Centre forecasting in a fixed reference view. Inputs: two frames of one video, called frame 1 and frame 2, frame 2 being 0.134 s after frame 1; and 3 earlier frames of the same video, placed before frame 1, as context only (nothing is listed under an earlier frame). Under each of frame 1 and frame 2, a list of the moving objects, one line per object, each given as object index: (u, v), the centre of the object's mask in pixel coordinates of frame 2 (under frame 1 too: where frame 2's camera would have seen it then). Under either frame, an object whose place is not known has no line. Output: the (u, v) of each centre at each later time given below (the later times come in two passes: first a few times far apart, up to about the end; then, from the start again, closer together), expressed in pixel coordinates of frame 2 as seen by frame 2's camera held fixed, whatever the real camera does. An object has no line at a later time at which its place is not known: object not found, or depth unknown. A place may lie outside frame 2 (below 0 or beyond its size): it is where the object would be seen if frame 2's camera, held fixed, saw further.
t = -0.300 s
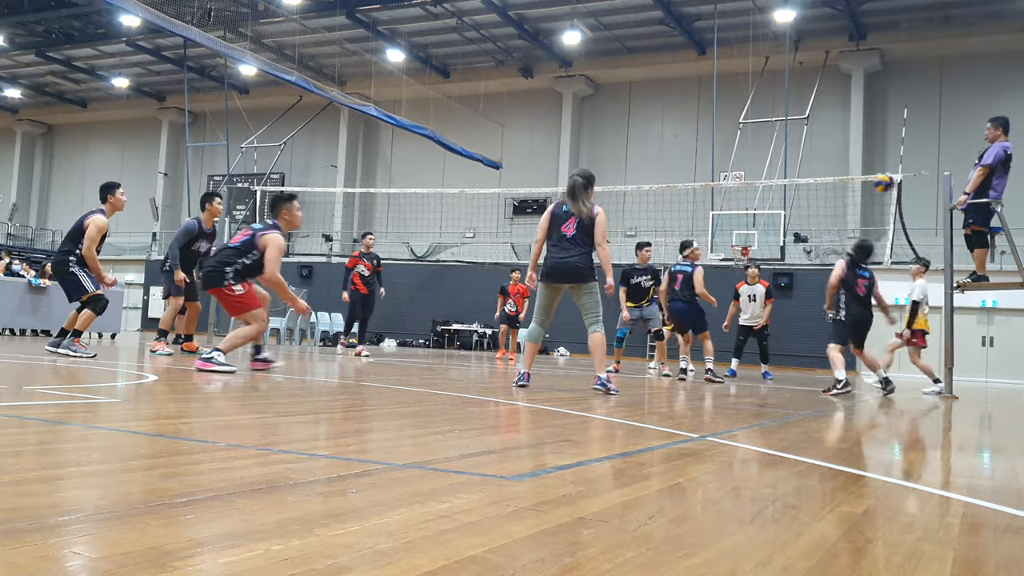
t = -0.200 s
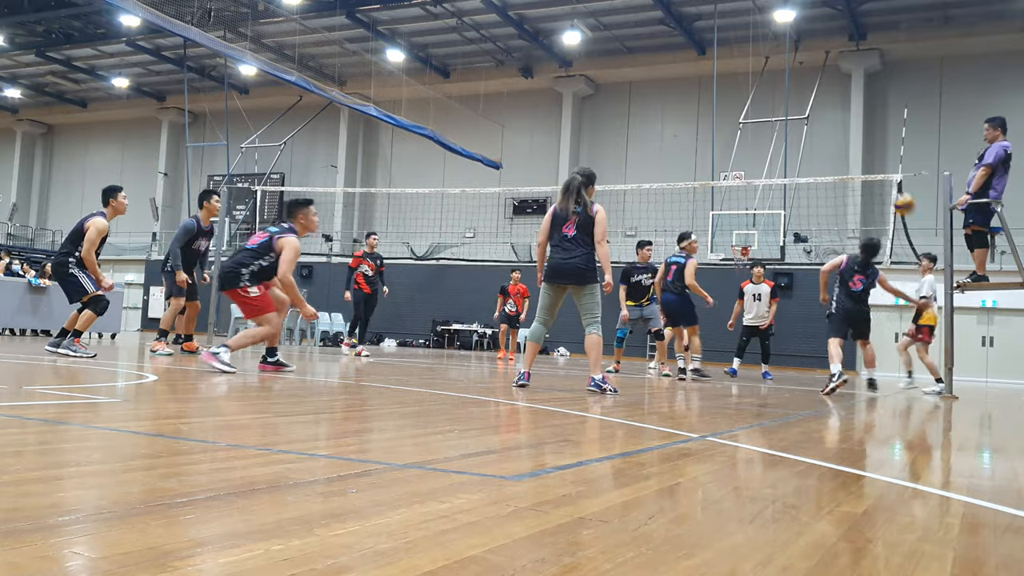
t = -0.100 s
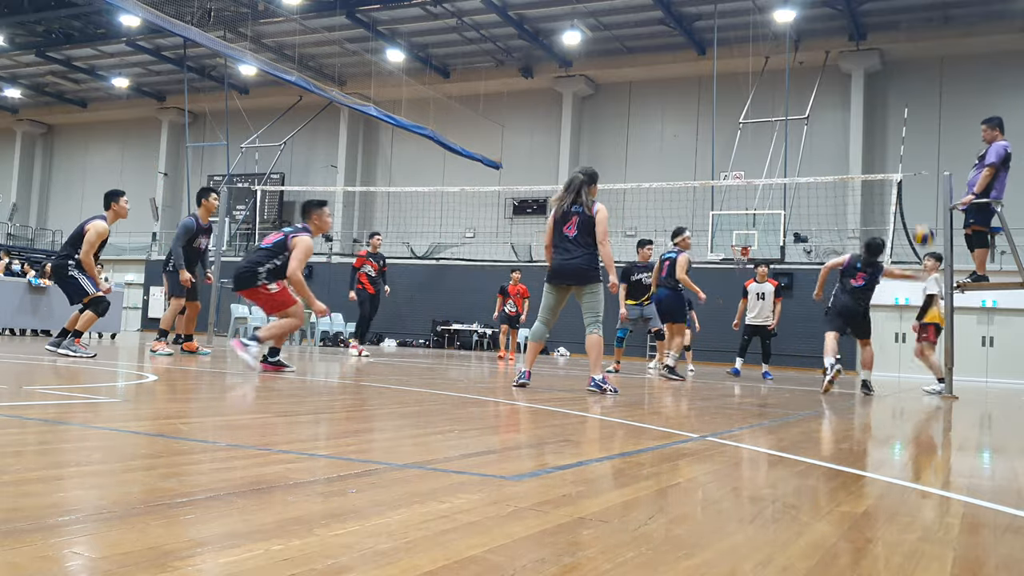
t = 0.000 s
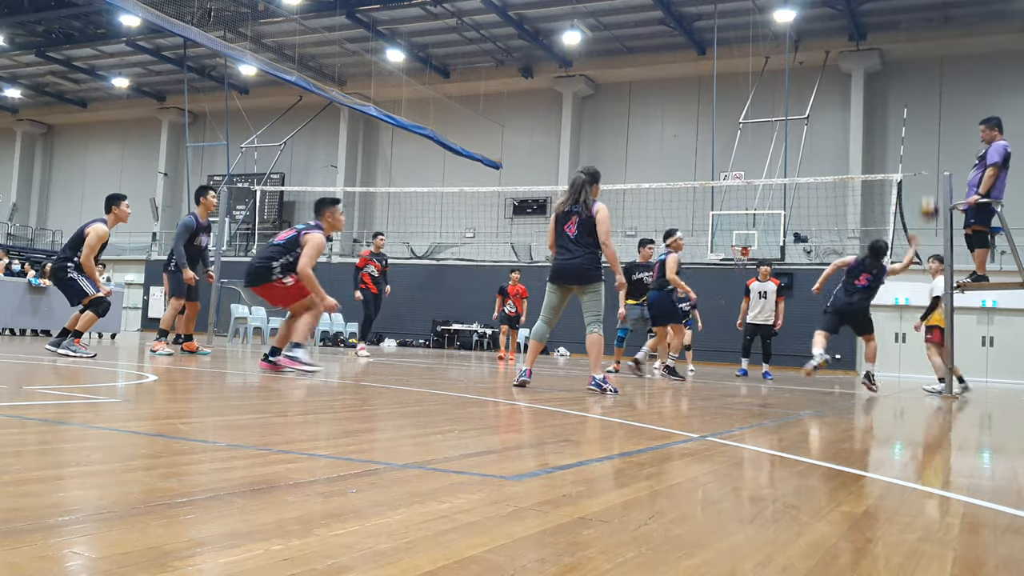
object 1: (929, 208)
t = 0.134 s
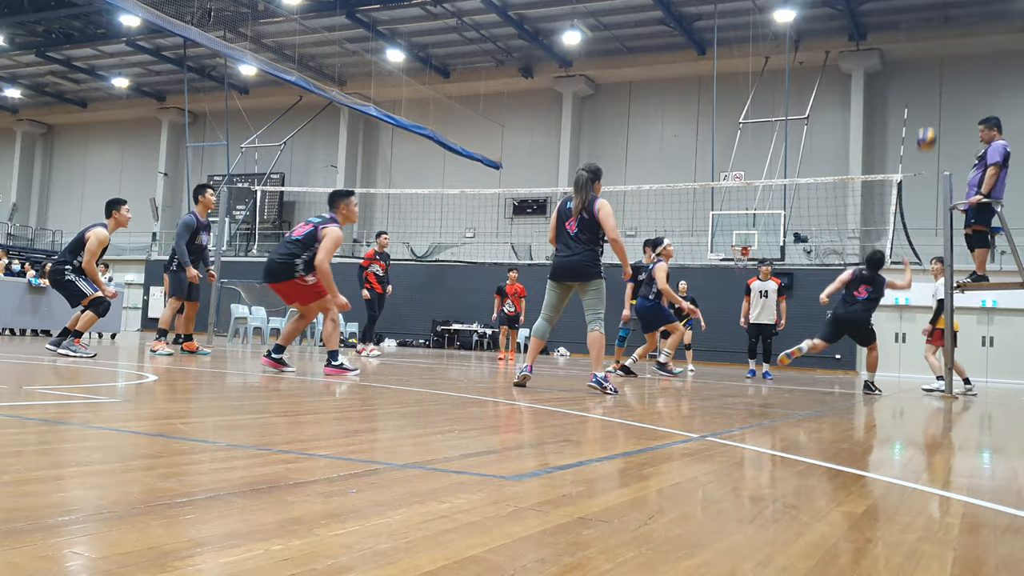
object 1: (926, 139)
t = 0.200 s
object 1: (925, 111)
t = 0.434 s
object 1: (917, 49)
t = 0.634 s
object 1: (911, 34)
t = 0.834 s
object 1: (904, 54)
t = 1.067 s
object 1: (893, 117)
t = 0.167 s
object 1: (925, 125)
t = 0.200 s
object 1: (925, 111)
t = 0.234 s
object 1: (923, 98)
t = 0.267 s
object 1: (922, 88)
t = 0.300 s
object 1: (921, 78)
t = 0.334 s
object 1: (920, 68)
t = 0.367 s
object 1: (919, 61)
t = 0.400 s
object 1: (918, 55)
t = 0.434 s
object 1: (917, 49)
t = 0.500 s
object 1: (915, 40)
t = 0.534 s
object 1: (914, 37)
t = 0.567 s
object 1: (913, 35)
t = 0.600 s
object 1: (912, 34)
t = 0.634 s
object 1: (911, 34)
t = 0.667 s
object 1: (910, 35)
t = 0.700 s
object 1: (909, 37)
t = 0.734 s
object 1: (908, 40)
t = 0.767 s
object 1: (906, 44)
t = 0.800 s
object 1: (905, 49)
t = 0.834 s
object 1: (904, 54)
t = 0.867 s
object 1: (902, 61)
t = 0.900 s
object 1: (901, 68)
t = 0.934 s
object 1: (900, 77)
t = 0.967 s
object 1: (898, 86)
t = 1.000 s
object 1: (897, 95)
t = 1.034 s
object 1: (895, 105)
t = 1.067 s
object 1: (893, 117)
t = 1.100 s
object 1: (892, 129)
